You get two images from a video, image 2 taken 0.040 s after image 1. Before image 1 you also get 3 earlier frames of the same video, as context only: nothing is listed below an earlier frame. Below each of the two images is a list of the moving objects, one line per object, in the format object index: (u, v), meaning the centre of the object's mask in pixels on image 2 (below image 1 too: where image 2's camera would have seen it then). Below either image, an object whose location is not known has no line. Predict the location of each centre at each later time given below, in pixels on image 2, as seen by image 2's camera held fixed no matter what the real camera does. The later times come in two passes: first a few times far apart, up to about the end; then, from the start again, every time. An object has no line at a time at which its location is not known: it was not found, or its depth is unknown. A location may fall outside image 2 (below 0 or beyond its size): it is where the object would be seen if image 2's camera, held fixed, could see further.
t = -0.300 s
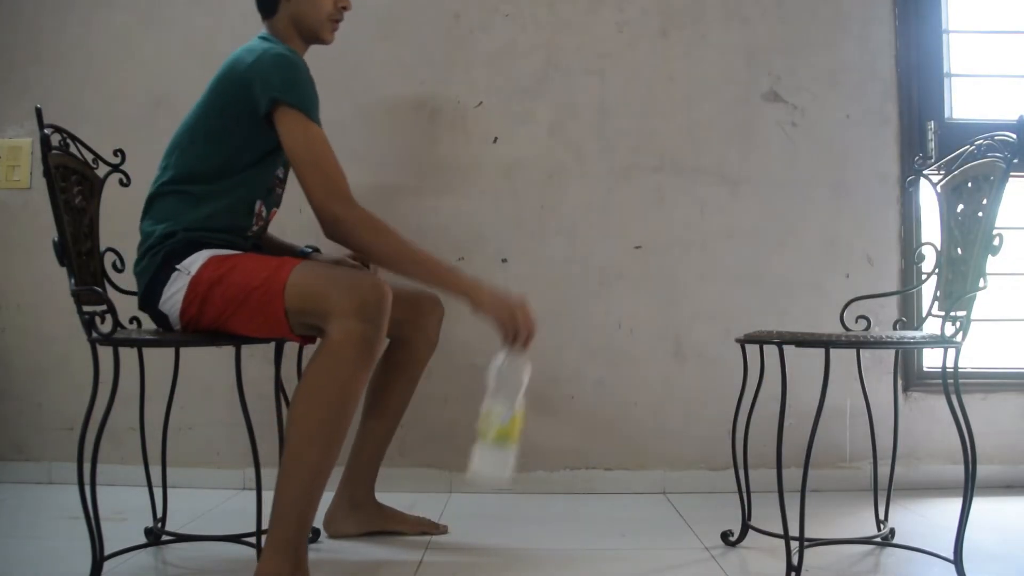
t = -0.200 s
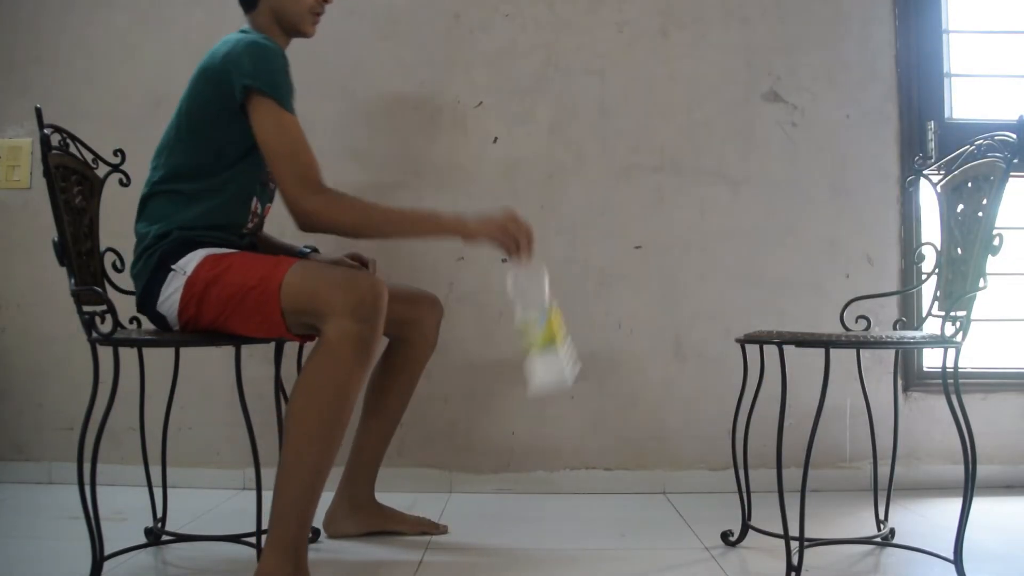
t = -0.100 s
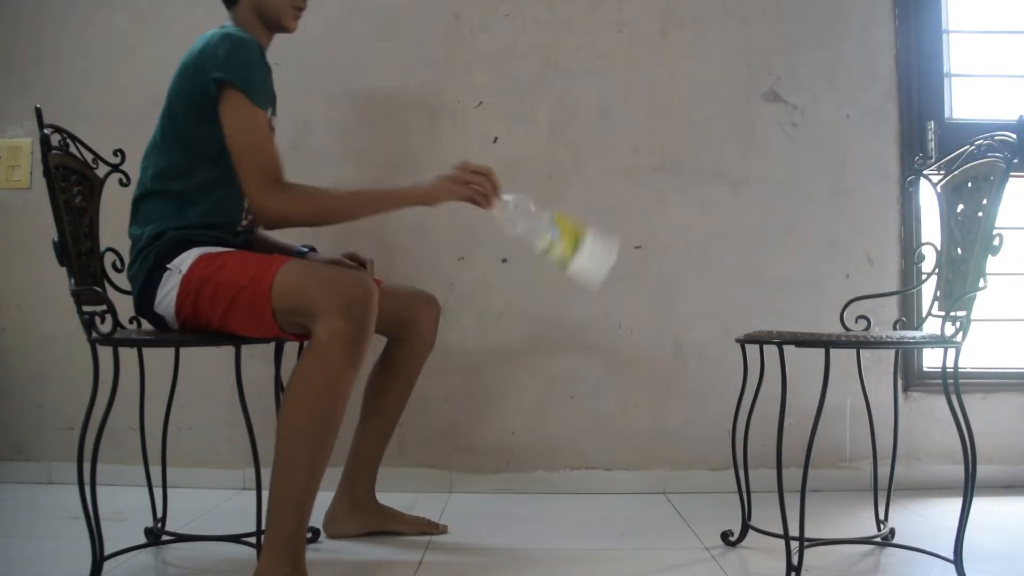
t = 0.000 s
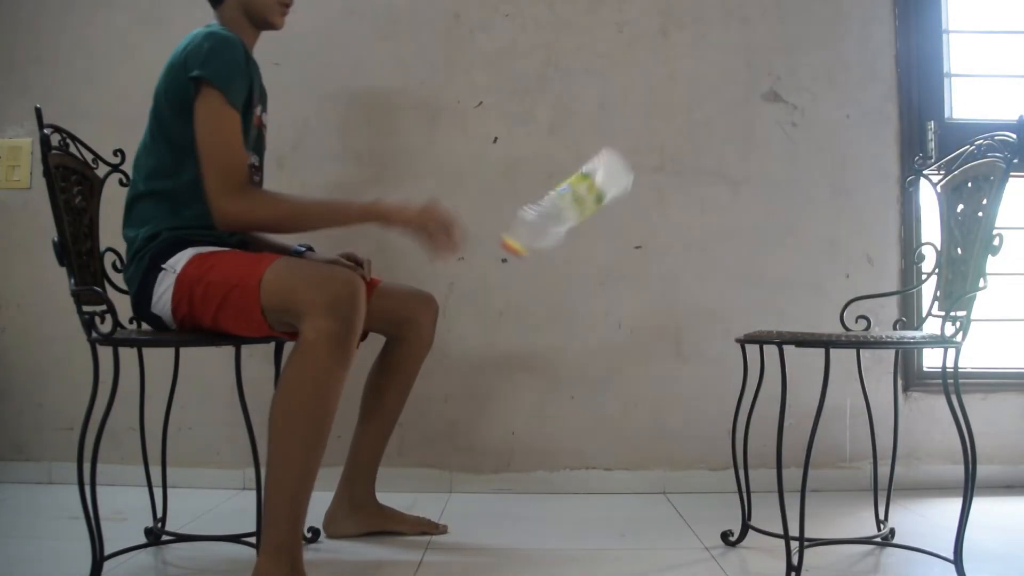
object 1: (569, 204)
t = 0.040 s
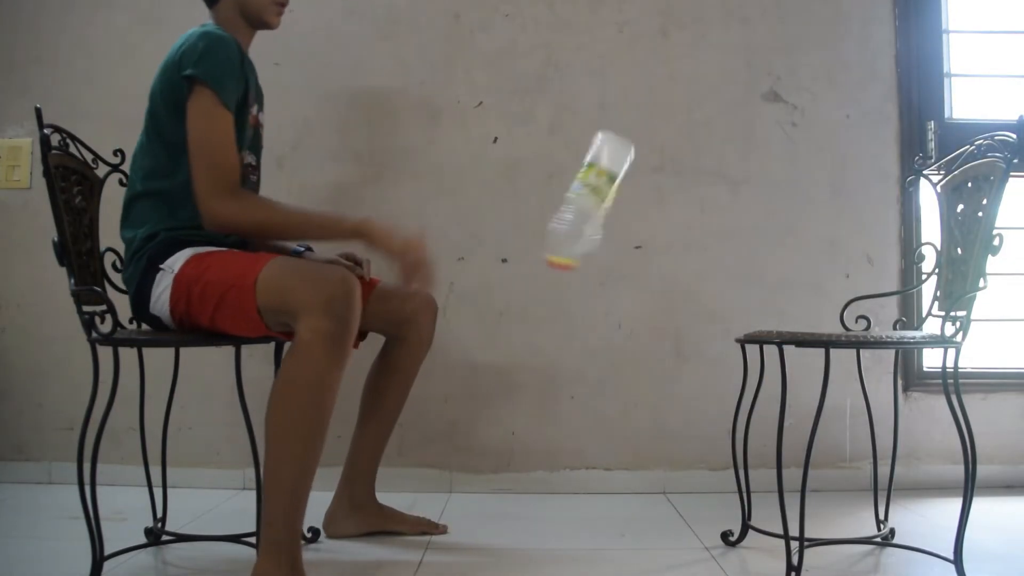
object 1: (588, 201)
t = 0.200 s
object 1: (648, 194)
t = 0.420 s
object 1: (667, 423)
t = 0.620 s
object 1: (708, 553)
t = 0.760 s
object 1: (709, 553)
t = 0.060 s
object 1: (600, 199)
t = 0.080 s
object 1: (611, 196)
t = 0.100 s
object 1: (621, 194)
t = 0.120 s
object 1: (630, 191)
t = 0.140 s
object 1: (637, 189)
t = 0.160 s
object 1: (642, 188)
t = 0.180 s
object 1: (645, 190)
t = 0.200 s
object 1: (648, 194)
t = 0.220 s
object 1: (649, 201)
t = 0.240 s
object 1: (651, 211)
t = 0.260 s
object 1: (652, 224)
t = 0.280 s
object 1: (654, 241)
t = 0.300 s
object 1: (656, 260)
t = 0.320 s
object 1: (658, 281)
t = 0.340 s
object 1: (660, 305)
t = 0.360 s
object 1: (661, 331)
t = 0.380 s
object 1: (662, 360)
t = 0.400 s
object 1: (665, 390)
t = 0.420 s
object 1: (667, 423)
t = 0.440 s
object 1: (670, 456)
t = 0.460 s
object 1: (684, 477)
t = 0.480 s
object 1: (683, 512)
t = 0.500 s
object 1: (687, 530)
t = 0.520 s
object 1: (696, 544)
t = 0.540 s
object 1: (701, 552)
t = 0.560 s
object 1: (703, 551)
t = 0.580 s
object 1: (705, 553)
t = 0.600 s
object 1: (707, 552)
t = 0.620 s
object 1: (708, 553)
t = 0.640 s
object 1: (708, 552)
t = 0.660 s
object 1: (709, 553)
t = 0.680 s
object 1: (710, 553)
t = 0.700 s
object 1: (710, 553)
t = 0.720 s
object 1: (710, 553)
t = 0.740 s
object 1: (709, 553)
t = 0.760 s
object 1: (709, 553)
